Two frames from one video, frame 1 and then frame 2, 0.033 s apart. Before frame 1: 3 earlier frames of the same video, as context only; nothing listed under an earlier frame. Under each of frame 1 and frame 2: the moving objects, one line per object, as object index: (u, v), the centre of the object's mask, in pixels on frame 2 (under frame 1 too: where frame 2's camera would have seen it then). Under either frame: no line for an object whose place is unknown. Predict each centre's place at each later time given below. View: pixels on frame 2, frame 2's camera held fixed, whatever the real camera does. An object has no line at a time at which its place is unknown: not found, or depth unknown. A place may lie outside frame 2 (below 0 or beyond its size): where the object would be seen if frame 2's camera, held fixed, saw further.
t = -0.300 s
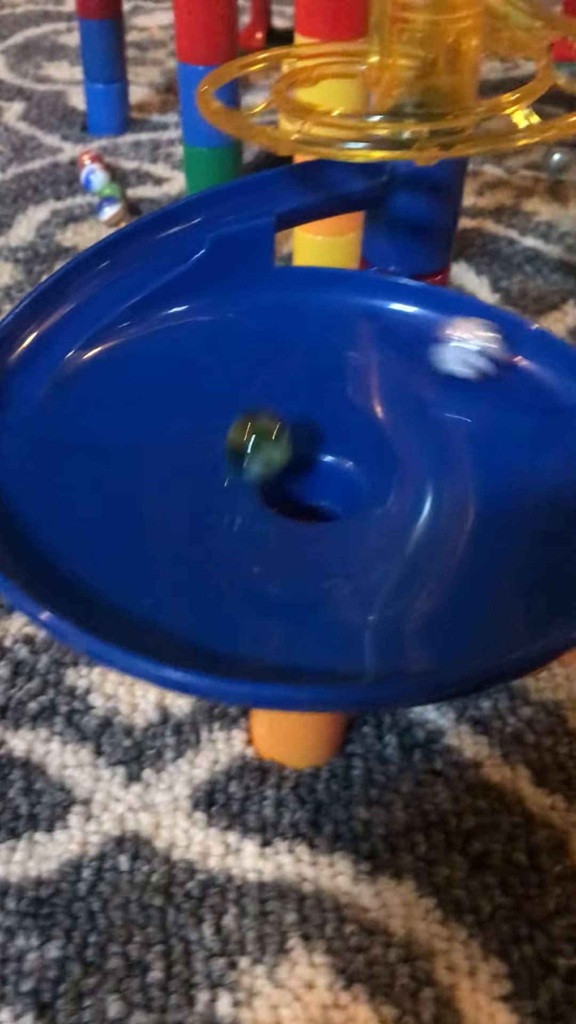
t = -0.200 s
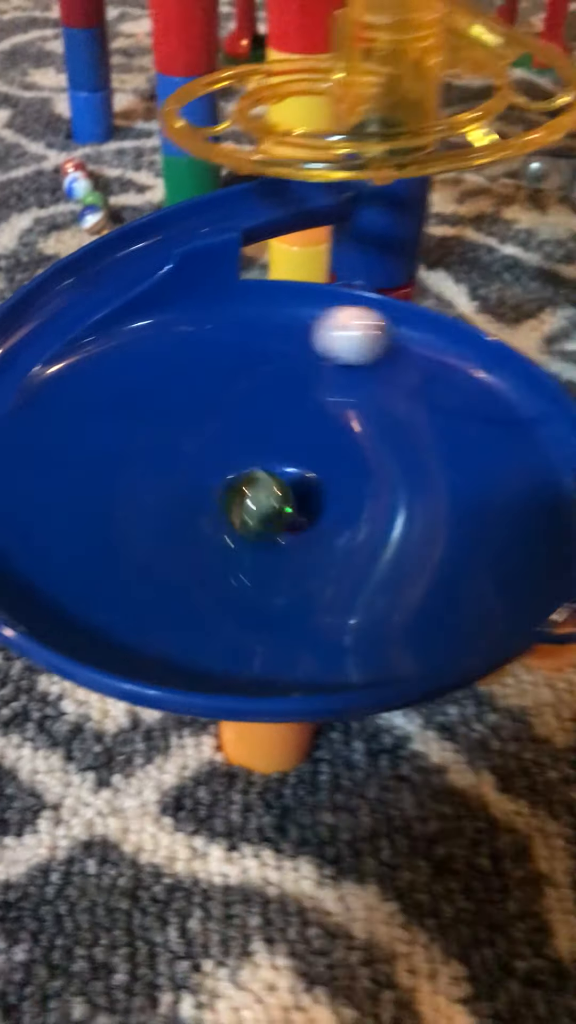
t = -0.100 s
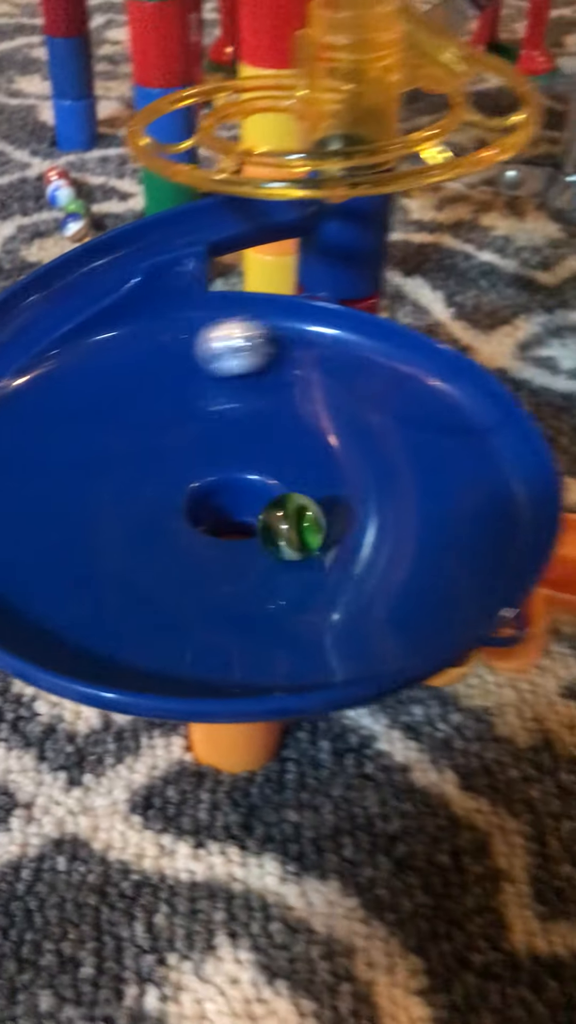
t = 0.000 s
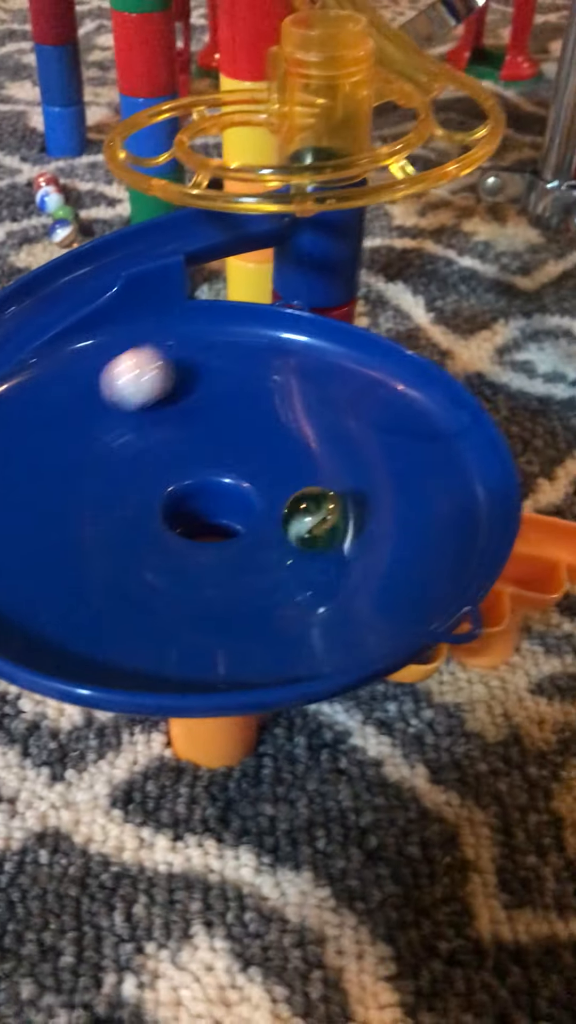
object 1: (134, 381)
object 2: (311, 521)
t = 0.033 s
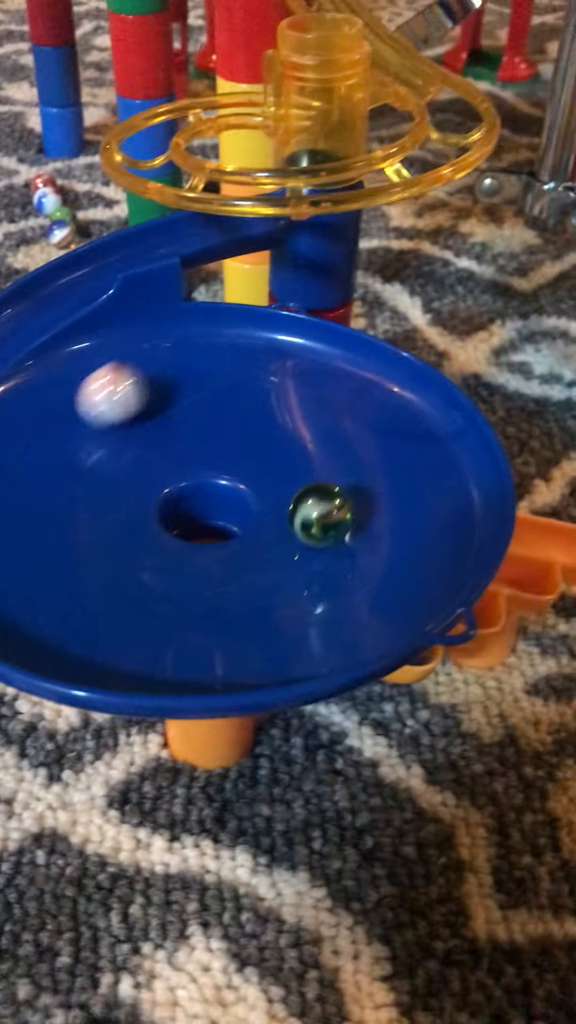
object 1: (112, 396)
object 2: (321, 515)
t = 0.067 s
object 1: (93, 412)
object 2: (328, 508)
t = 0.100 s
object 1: (79, 433)
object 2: (331, 498)
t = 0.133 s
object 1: (68, 455)
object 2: (329, 489)
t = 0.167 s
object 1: (64, 477)
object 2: (323, 481)
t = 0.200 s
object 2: (314, 471)
